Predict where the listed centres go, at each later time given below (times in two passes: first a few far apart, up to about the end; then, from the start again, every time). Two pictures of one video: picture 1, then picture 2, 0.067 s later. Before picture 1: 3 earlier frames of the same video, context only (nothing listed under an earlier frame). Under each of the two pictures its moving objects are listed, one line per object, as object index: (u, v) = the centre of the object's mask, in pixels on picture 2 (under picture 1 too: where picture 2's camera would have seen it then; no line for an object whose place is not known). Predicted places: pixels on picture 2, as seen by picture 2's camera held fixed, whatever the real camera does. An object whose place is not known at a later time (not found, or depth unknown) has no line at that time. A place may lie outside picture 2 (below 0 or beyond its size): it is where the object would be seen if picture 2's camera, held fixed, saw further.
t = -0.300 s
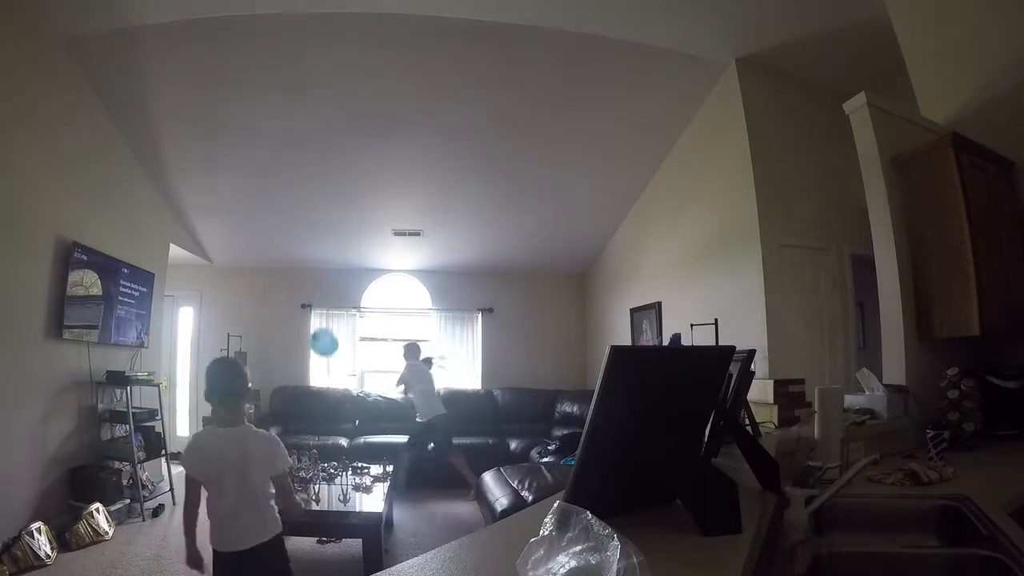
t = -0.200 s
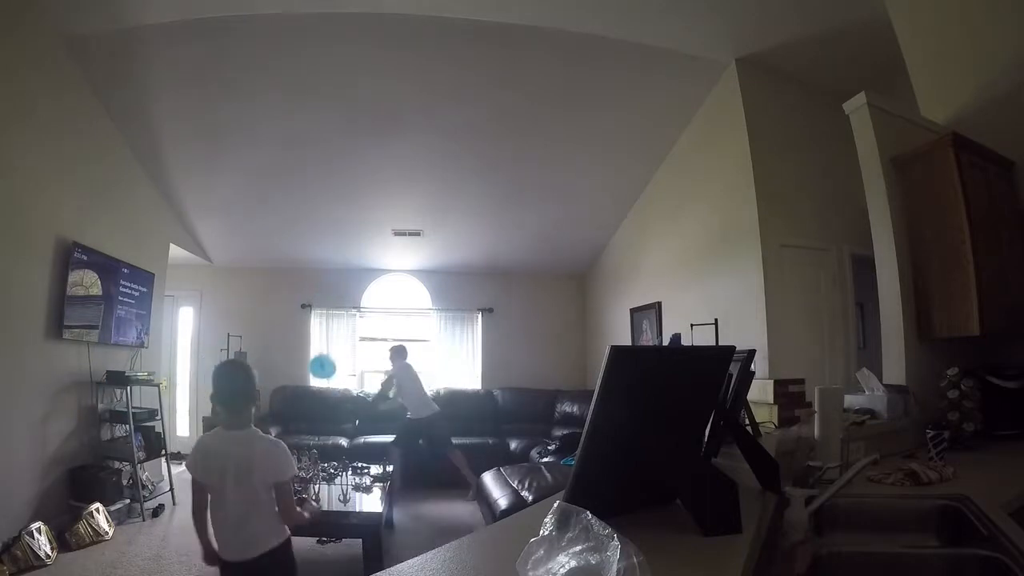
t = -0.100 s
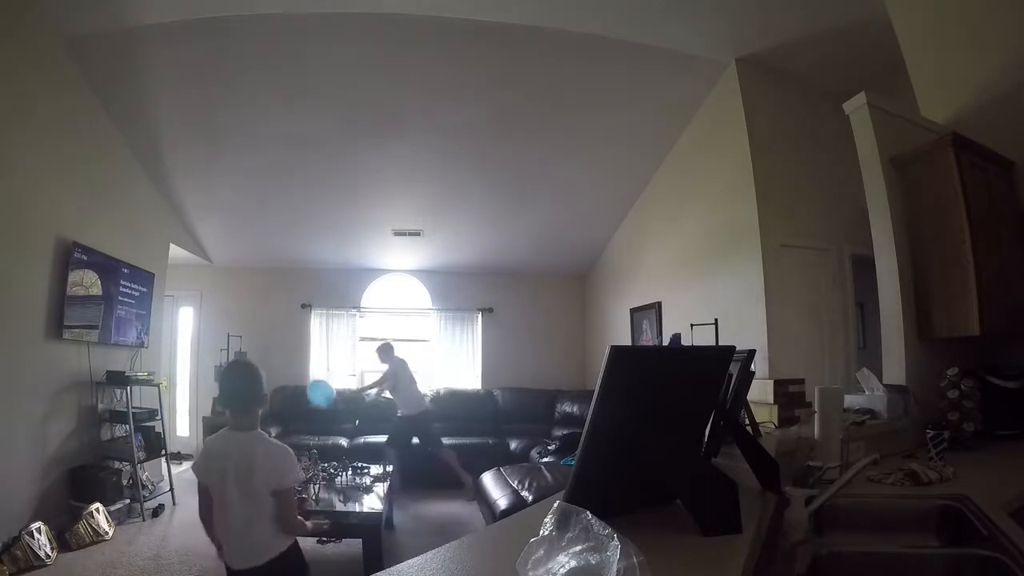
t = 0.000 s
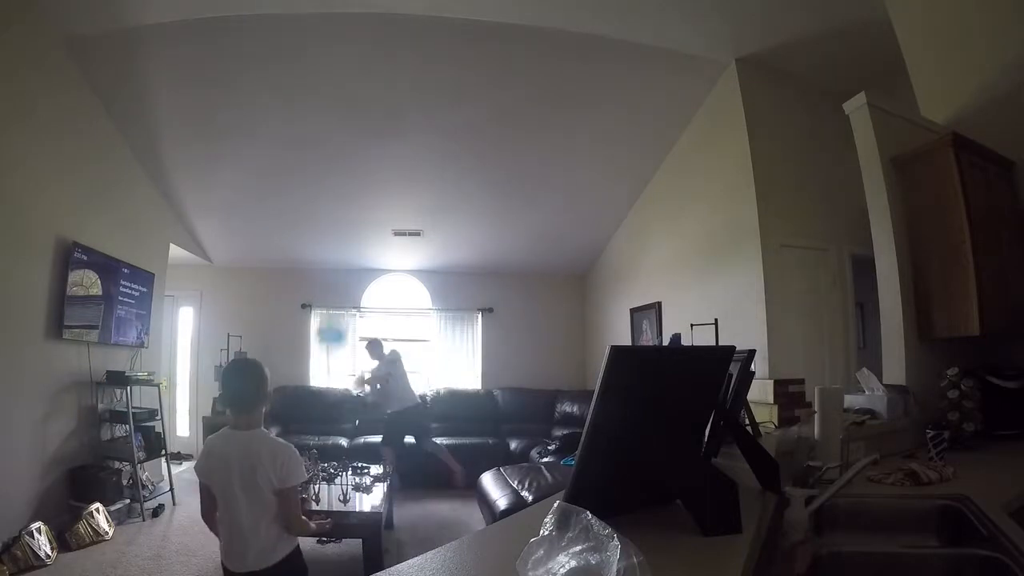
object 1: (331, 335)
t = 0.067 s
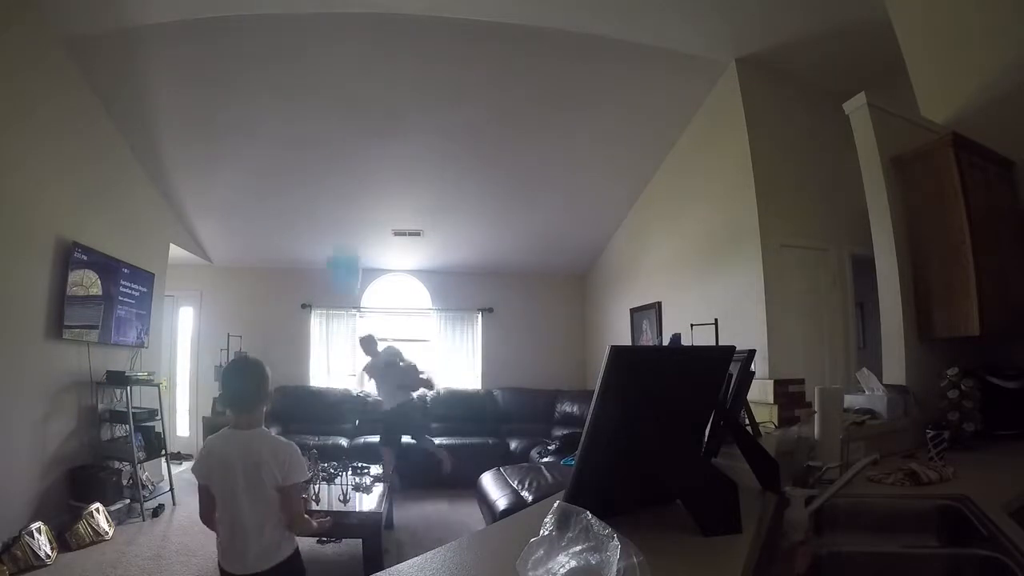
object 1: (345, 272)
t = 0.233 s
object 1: (350, 139)
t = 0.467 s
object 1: (346, 46)
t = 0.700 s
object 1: (346, 32)
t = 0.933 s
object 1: (341, 47)
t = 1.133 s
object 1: (335, 92)
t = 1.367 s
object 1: (339, 179)
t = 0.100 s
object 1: (346, 239)
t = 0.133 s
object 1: (347, 209)
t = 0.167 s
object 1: (348, 185)
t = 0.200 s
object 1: (350, 160)
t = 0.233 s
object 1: (350, 139)
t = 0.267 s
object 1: (352, 122)
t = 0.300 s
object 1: (351, 101)
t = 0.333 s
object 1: (351, 84)
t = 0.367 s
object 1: (350, 72)
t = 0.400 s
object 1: (349, 63)
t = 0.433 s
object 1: (347, 54)
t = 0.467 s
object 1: (346, 46)
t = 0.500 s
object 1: (346, 45)
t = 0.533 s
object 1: (347, 42)
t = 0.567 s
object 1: (347, 39)
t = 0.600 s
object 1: (347, 36)
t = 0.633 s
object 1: (348, 34)
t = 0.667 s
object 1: (347, 33)
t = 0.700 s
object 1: (346, 32)
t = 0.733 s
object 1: (346, 31)
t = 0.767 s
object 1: (346, 32)
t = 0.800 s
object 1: (346, 32)
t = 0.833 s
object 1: (345, 34)
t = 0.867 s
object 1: (343, 36)
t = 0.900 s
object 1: (342, 42)
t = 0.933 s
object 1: (341, 47)
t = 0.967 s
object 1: (340, 52)
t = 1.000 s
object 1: (339, 61)
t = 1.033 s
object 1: (338, 68)
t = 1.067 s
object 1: (337, 75)
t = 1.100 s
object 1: (336, 83)
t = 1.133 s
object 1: (335, 92)
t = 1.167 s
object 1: (335, 101)
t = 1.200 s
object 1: (335, 112)
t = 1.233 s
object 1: (335, 125)
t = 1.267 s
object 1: (336, 137)
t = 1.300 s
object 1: (336, 150)
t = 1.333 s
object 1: (338, 164)
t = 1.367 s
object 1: (339, 179)
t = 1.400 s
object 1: (340, 194)
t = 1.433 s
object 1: (341, 211)
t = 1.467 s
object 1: (342, 228)
